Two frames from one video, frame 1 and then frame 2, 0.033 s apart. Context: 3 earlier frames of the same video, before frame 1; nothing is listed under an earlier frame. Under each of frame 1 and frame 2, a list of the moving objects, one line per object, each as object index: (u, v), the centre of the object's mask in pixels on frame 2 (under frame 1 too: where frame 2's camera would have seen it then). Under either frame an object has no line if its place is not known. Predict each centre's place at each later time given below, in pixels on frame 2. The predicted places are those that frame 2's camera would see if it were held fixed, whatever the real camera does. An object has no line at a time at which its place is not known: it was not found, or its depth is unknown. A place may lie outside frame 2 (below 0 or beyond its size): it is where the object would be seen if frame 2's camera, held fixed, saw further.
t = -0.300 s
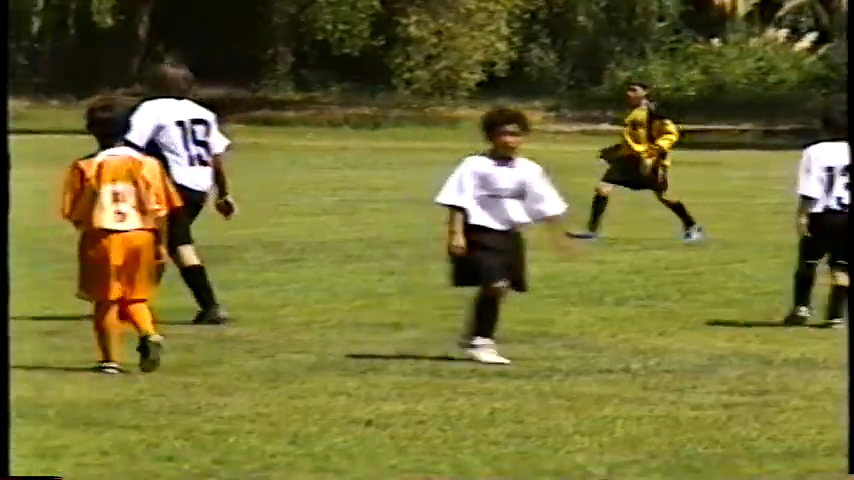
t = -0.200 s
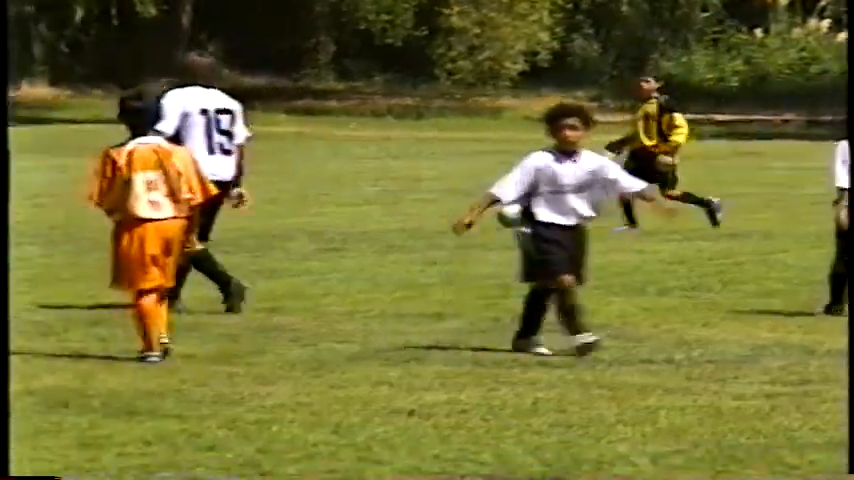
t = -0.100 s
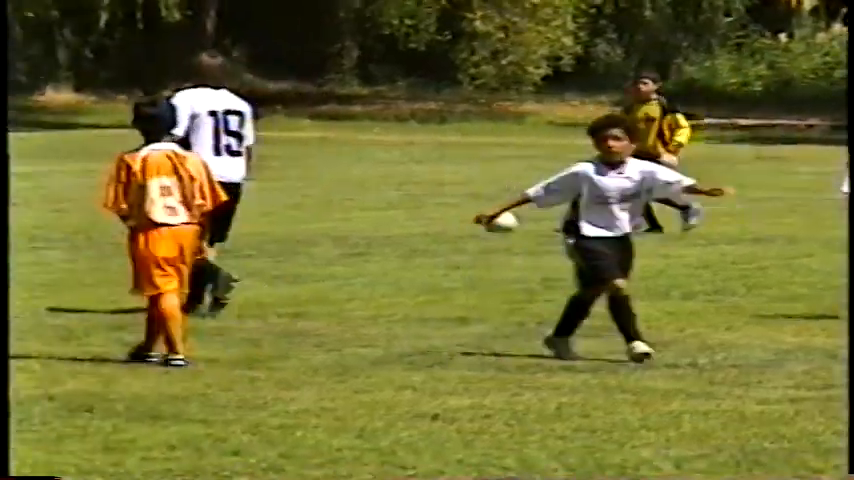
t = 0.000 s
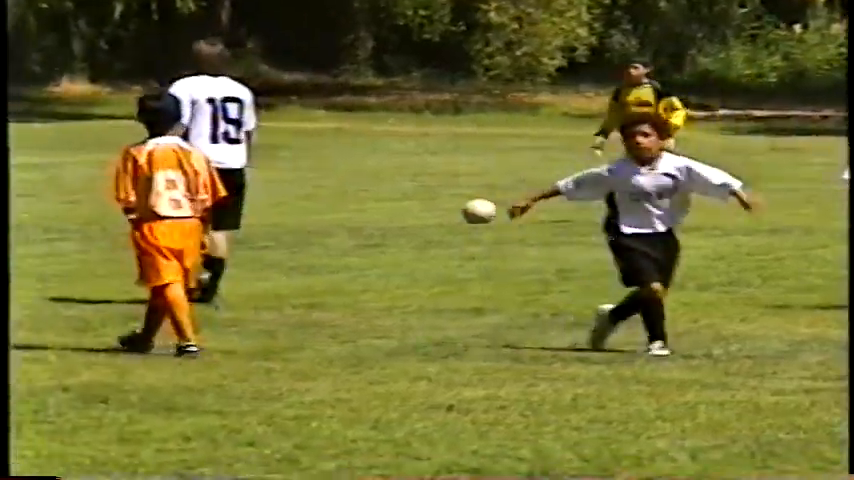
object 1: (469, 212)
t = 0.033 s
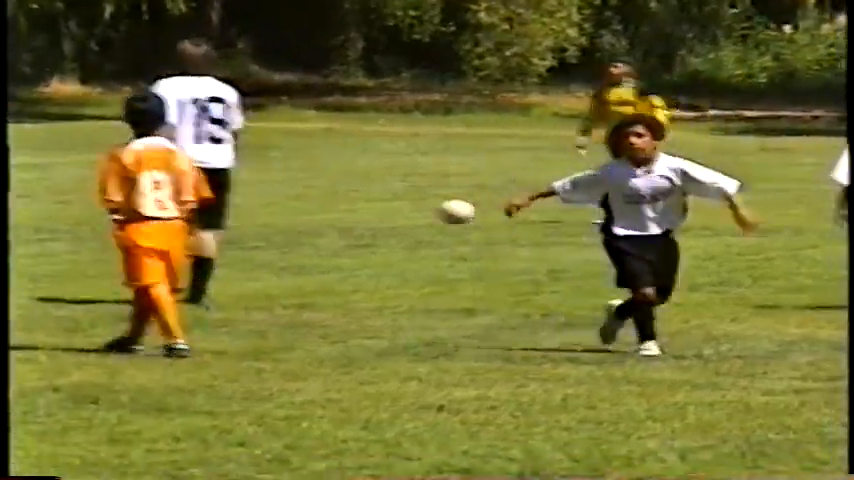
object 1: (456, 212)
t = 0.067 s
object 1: (444, 212)
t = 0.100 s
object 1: (433, 212)
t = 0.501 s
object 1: (298, 210)
